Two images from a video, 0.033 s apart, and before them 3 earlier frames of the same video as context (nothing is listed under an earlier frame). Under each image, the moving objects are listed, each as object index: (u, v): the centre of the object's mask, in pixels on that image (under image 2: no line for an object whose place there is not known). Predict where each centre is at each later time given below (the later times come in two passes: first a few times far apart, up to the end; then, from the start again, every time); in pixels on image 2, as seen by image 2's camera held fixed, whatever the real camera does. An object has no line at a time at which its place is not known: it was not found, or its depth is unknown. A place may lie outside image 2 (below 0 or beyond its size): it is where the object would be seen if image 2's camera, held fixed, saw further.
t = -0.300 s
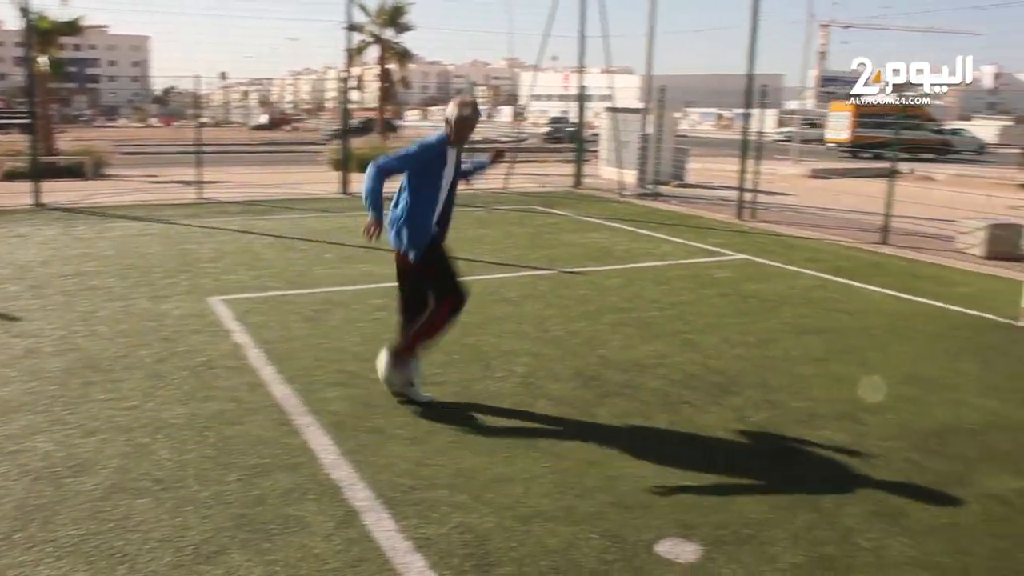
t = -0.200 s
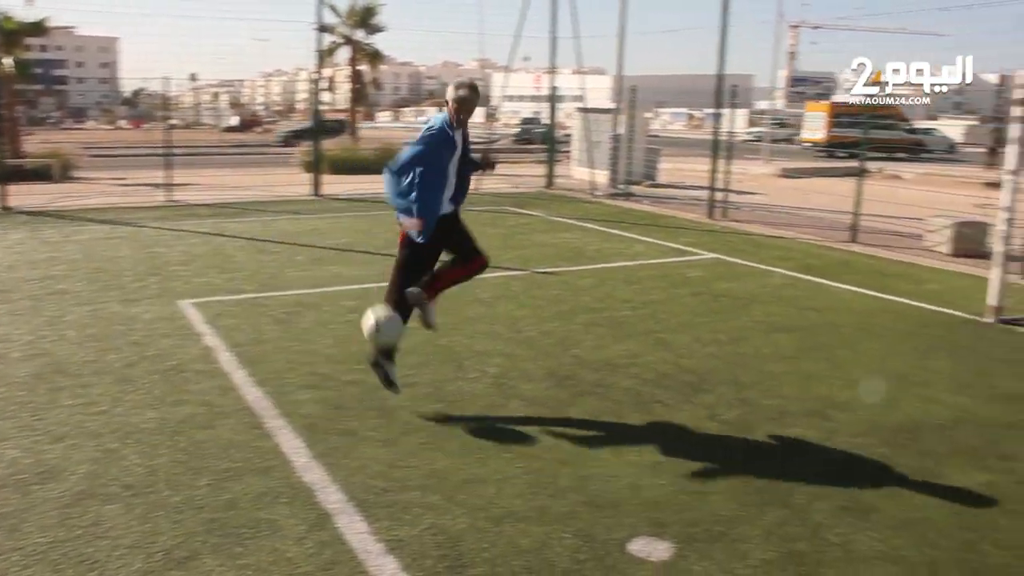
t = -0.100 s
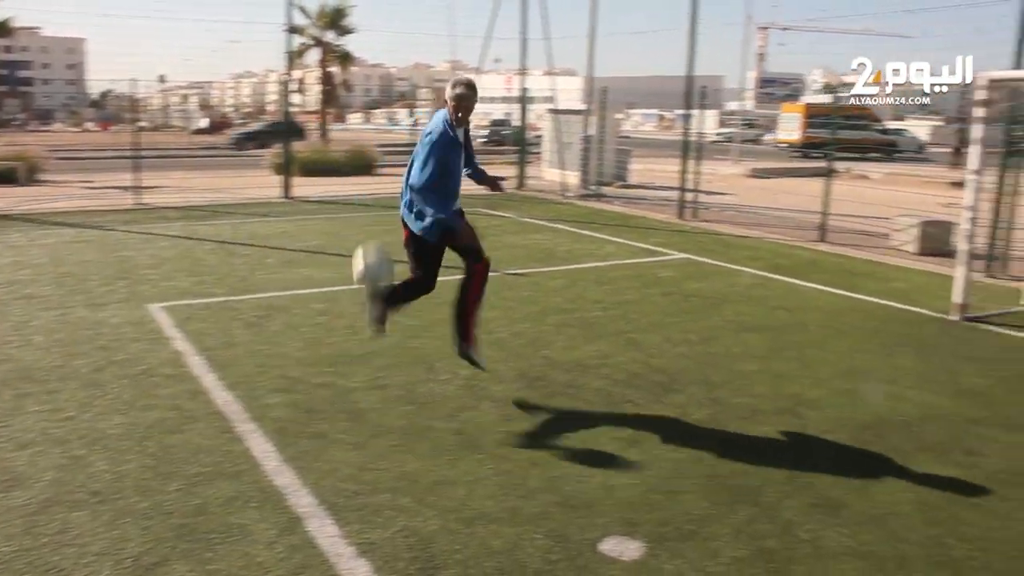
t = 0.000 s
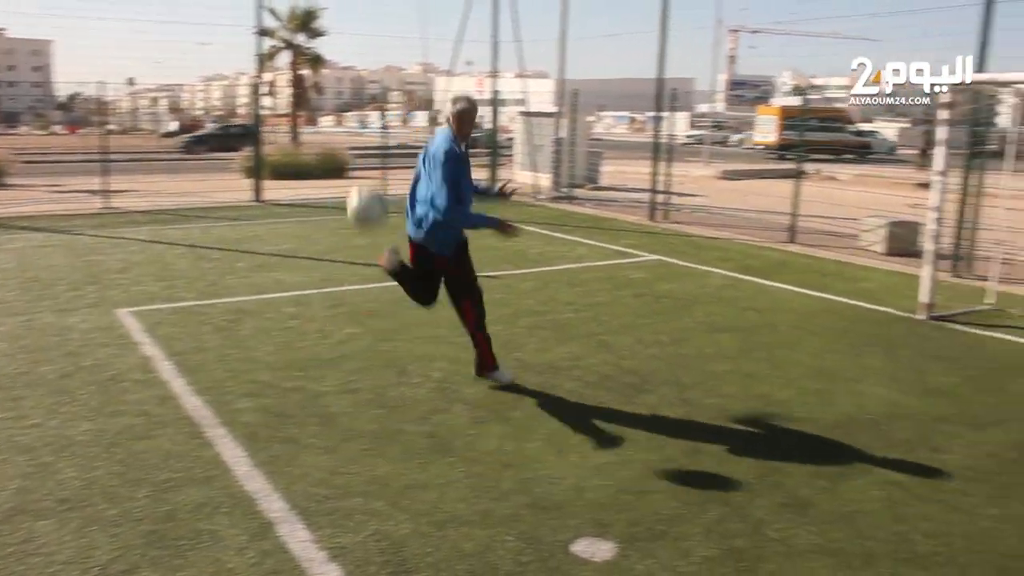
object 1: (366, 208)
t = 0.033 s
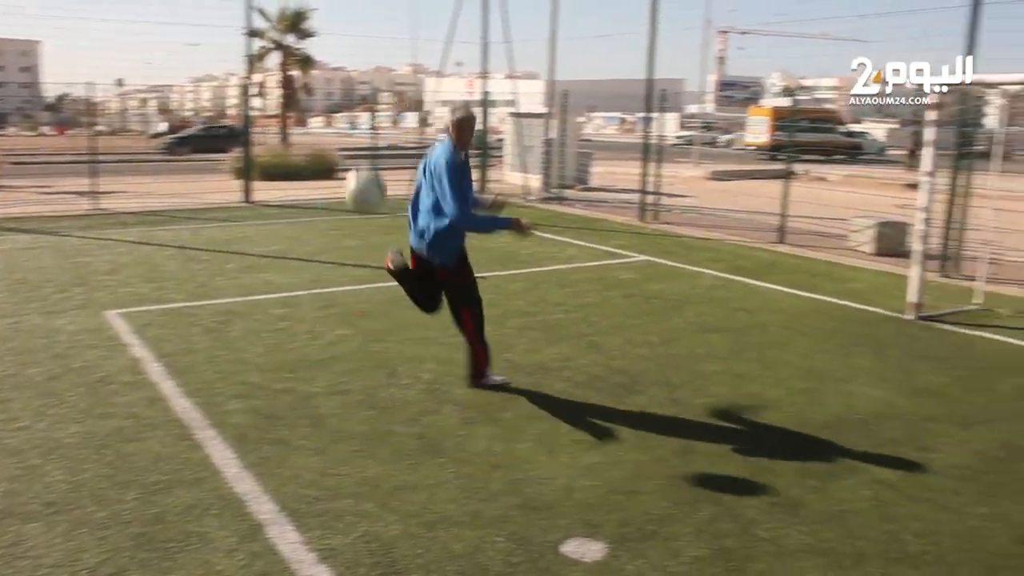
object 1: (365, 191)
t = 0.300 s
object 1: (426, 120)
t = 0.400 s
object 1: (446, 129)
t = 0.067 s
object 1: (372, 173)
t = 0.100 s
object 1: (380, 160)
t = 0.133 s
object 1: (387, 149)
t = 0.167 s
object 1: (394, 138)
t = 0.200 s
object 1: (402, 131)
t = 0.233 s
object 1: (411, 125)
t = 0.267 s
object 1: (418, 122)
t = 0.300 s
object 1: (426, 120)
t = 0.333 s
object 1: (433, 121)
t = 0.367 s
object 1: (439, 125)
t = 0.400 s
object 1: (446, 129)
